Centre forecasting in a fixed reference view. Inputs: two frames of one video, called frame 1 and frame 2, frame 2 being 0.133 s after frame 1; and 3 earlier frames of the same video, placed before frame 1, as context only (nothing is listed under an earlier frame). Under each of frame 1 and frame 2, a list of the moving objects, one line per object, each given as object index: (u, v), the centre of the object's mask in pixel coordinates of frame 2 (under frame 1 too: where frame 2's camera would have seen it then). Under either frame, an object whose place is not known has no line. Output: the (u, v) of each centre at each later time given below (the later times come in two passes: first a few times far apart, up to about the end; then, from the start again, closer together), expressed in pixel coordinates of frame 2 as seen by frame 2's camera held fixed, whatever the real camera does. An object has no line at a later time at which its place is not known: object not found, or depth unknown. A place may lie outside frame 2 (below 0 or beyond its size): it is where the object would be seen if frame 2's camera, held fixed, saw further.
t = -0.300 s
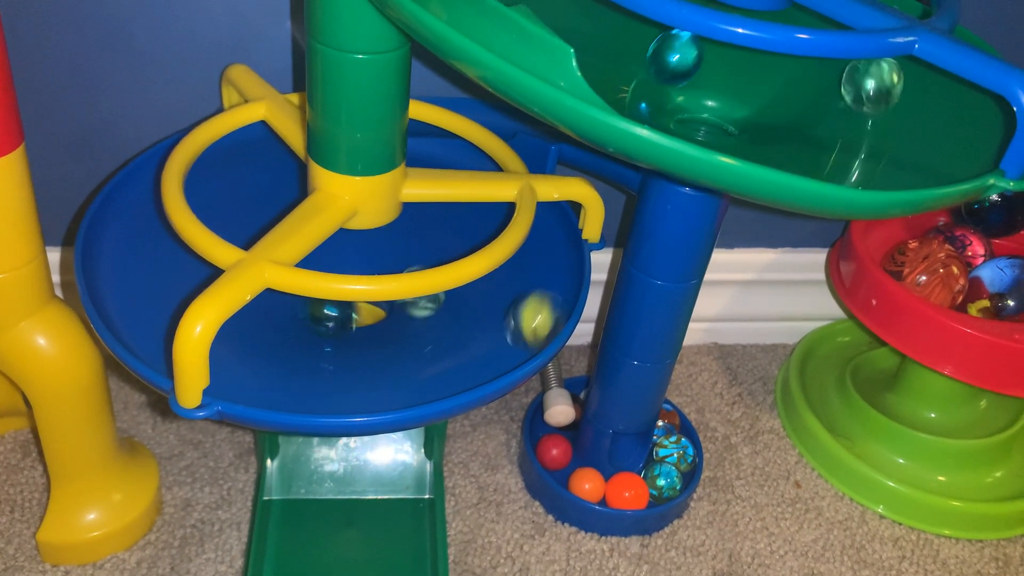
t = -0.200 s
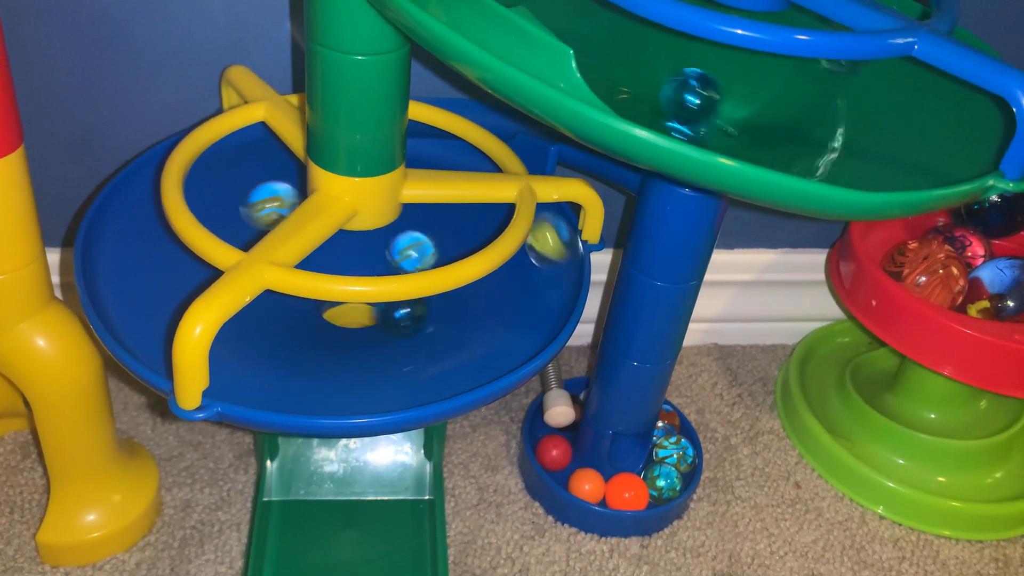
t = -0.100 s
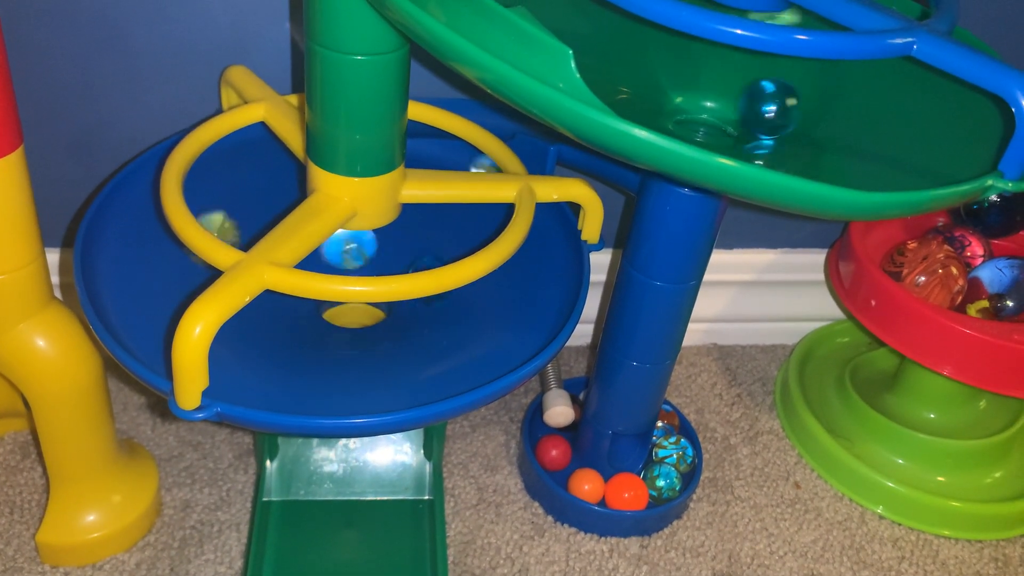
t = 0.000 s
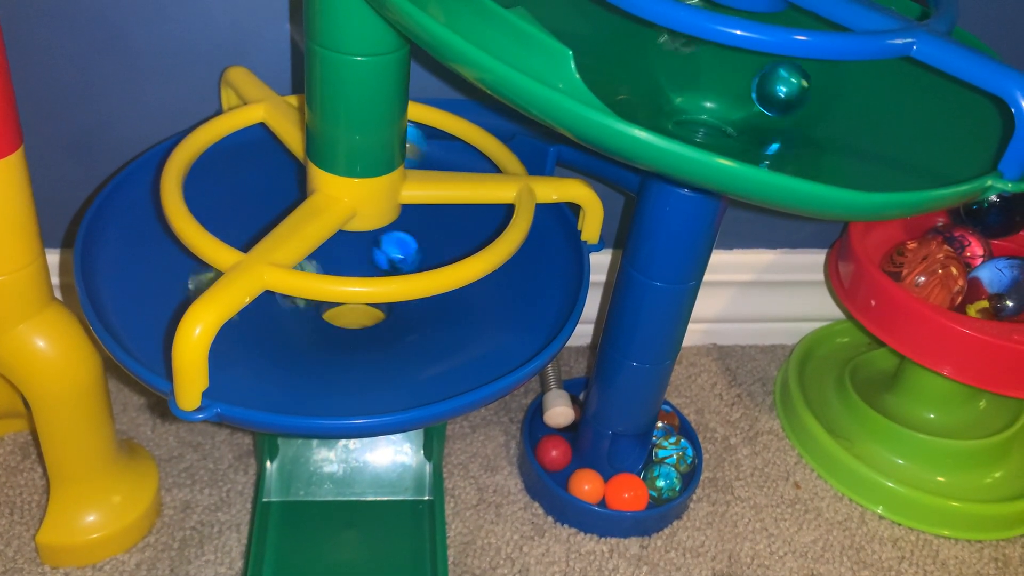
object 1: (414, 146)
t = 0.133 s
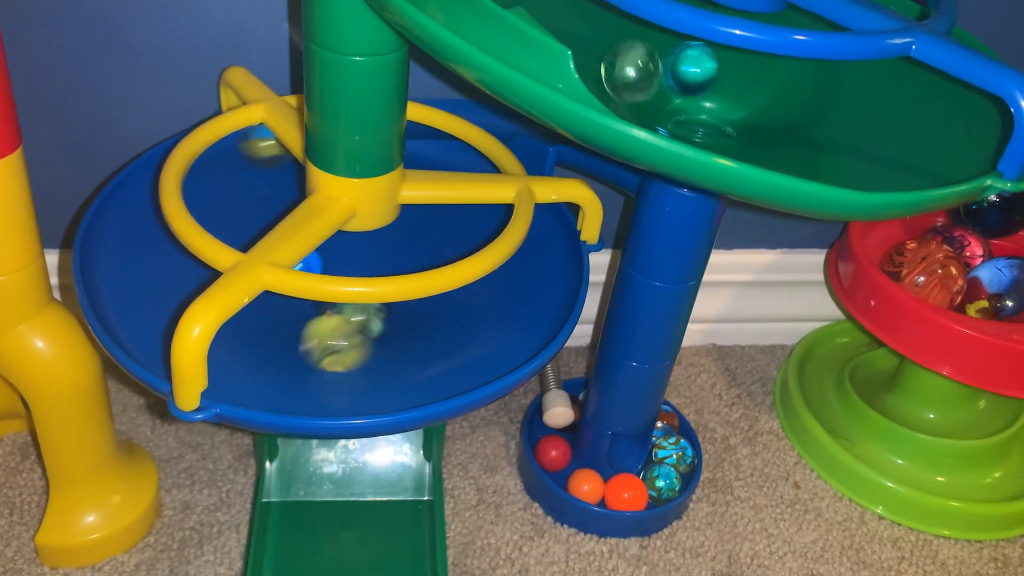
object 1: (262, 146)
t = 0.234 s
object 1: (193, 181)
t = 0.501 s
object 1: (158, 352)
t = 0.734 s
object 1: (482, 358)
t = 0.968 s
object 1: (538, 215)
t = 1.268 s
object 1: (292, 168)
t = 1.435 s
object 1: (193, 270)
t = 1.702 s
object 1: (382, 388)
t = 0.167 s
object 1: (234, 152)
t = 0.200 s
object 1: (212, 165)
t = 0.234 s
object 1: (193, 181)
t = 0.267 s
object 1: (147, 193)
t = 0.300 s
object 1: (140, 207)
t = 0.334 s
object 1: (131, 232)
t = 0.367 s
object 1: (125, 255)
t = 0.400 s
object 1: (127, 280)
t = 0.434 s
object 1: (133, 308)
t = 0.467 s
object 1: (147, 332)
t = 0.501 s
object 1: (158, 352)
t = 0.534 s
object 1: (225, 372)
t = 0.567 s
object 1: (257, 383)
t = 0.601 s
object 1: (308, 391)
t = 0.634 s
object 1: (351, 393)
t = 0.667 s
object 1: (400, 387)
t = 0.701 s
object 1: (444, 374)
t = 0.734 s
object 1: (482, 358)
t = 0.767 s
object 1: (510, 341)
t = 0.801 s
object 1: (535, 317)
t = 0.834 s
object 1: (547, 293)
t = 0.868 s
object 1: (551, 270)
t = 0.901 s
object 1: (548, 249)
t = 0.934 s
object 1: (544, 228)
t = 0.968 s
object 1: (538, 215)
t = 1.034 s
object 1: (485, 166)
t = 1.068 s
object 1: (468, 161)
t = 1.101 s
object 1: (445, 155)
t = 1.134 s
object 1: (422, 152)
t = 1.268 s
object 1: (292, 168)
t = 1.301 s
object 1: (273, 176)
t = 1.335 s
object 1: (245, 195)
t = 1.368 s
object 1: (226, 213)
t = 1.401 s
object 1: (219, 226)
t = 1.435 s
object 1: (193, 270)
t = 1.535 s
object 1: (235, 340)
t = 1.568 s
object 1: (252, 358)
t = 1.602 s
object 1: (278, 376)
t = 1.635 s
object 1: (314, 389)
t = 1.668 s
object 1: (348, 394)
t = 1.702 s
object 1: (382, 388)
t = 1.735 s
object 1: (417, 381)
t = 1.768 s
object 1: (451, 370)
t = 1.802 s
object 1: (477, 360)
